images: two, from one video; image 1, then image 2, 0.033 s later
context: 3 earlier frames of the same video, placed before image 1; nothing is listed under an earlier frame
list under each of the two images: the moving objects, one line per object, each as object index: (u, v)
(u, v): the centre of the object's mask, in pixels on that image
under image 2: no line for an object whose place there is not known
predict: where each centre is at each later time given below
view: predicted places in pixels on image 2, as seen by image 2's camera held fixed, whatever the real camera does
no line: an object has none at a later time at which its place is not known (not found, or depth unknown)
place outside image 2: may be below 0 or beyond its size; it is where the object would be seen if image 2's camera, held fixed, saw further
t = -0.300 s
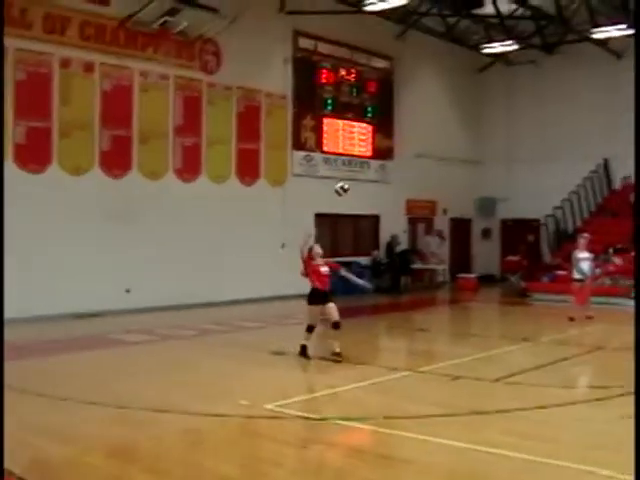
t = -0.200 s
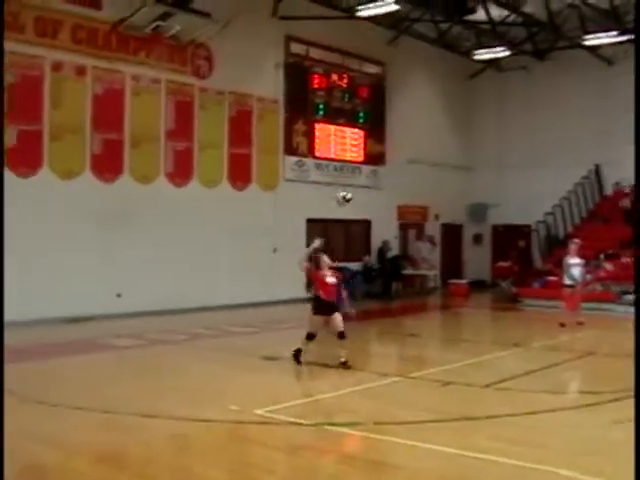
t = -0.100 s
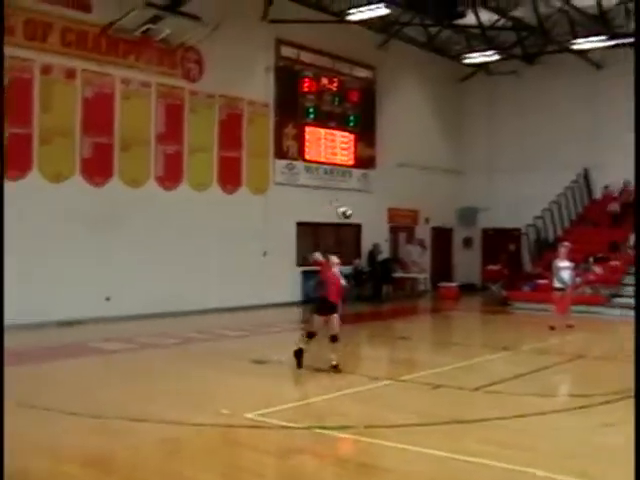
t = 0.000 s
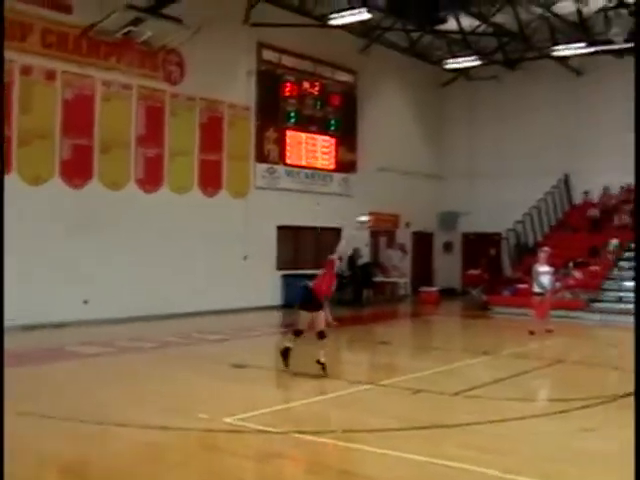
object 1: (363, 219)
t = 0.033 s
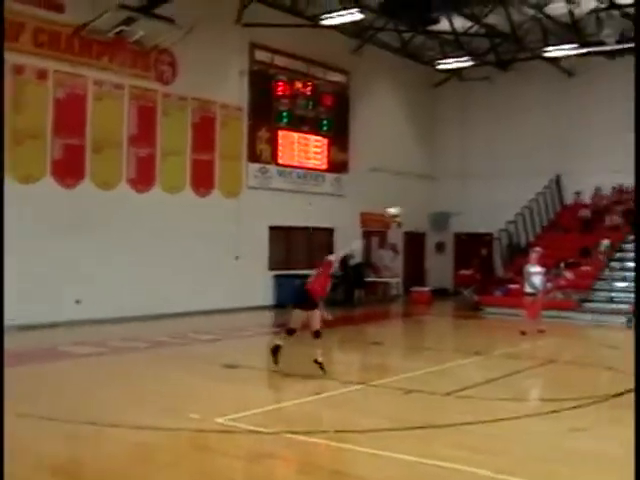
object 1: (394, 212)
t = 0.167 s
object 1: (548, 178)
